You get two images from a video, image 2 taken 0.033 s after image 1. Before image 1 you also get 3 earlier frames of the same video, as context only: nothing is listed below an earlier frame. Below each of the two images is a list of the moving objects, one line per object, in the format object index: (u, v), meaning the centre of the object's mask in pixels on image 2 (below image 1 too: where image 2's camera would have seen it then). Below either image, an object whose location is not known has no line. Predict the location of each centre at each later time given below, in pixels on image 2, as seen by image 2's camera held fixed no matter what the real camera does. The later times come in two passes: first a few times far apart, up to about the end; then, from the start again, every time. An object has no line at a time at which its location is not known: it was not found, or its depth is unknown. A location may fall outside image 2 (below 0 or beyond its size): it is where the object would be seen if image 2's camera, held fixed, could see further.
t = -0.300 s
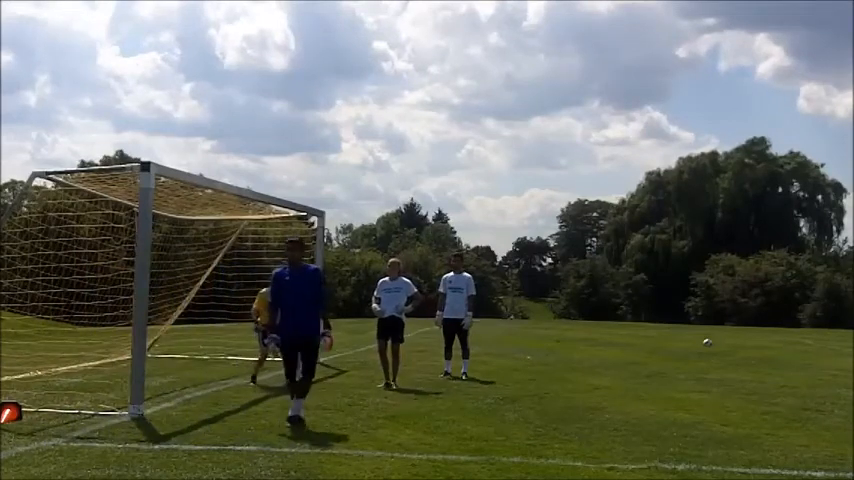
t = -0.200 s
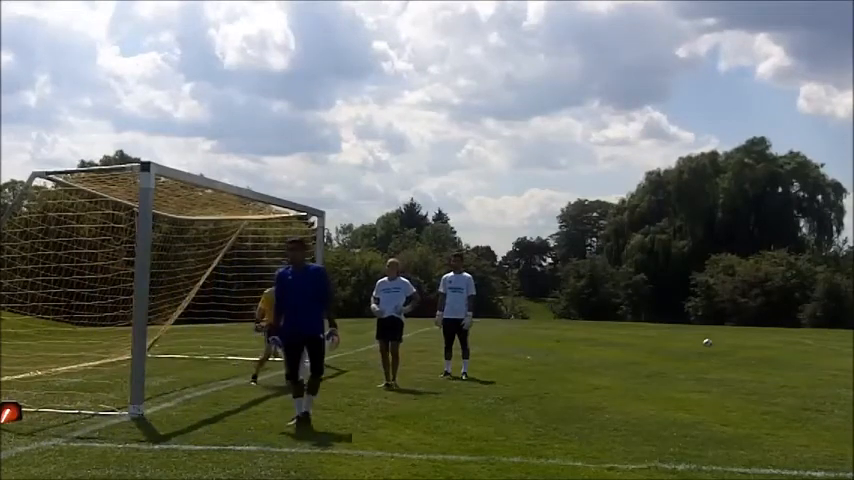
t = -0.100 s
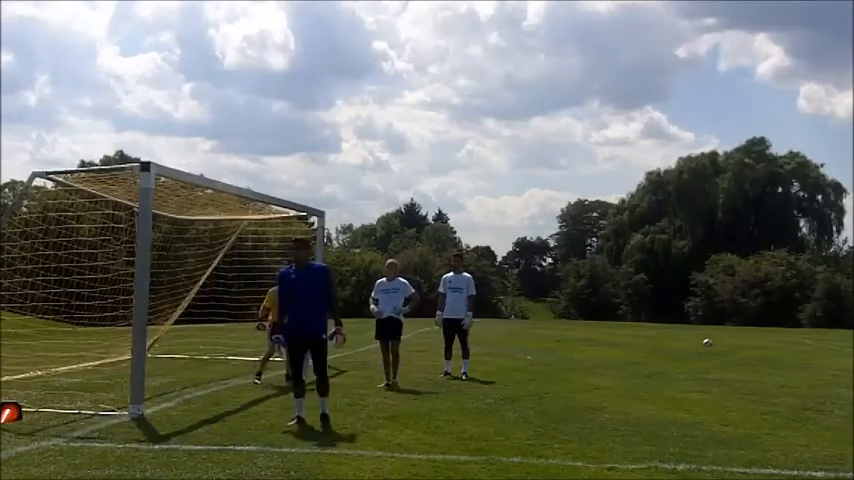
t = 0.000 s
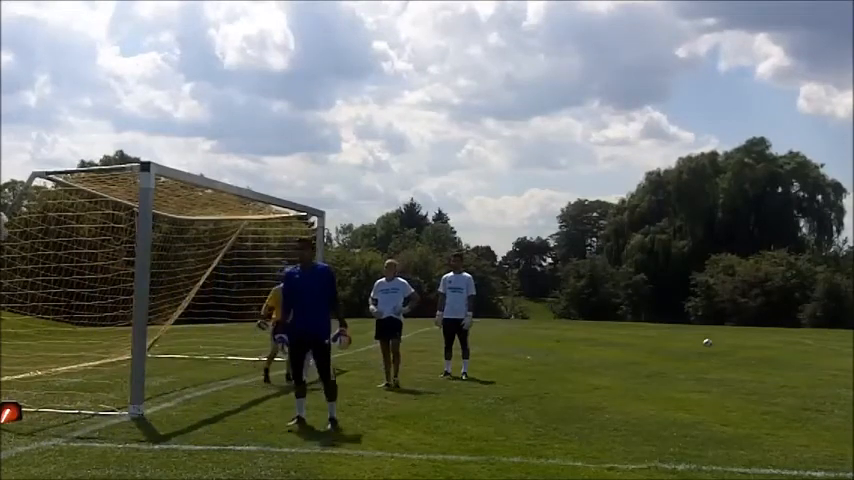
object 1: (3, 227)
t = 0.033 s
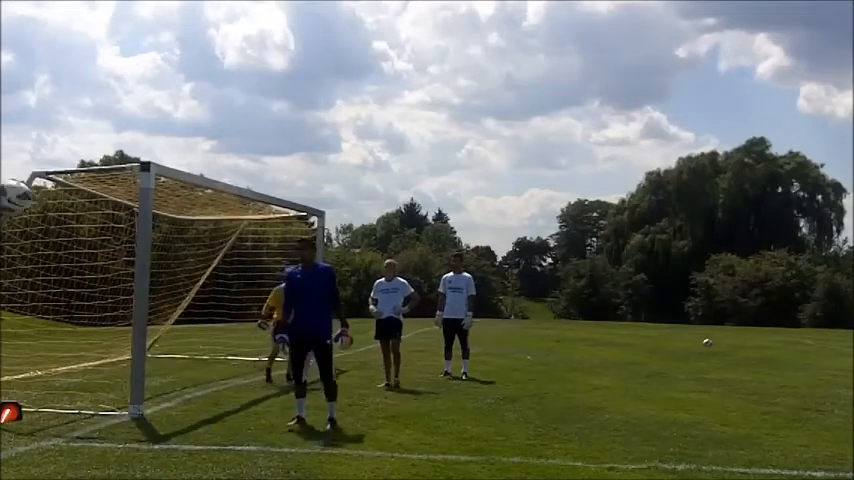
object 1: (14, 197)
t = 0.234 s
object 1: (126, 89)
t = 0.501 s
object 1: (228, 53)
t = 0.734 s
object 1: (291, 84)
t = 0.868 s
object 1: (318, 120)
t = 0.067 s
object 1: (34, 172)
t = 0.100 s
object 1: (55, 152)
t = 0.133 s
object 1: (74, 132)
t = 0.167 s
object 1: (92, 115)
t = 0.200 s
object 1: (109, 101)
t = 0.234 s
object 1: (126, 89)
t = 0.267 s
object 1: (141, 79)
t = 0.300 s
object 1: (156, 71)
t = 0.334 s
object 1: (169, 65)
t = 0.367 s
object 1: (182, 60)
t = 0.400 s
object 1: (194, 56)
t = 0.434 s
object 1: (206, 53)
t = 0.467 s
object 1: (217, 53)
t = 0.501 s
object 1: (228, 53)
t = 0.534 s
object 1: (238, 55)
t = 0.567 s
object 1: (248, 58)
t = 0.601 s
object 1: (257, 61)
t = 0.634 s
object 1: (266, 65)
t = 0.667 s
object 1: (274, 71)
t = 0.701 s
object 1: (282, 77)
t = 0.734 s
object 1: (291, 84)
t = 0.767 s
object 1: (298, 92)
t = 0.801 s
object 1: (305, 101)
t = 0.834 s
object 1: (312, 110)
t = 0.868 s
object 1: (318, 120)
